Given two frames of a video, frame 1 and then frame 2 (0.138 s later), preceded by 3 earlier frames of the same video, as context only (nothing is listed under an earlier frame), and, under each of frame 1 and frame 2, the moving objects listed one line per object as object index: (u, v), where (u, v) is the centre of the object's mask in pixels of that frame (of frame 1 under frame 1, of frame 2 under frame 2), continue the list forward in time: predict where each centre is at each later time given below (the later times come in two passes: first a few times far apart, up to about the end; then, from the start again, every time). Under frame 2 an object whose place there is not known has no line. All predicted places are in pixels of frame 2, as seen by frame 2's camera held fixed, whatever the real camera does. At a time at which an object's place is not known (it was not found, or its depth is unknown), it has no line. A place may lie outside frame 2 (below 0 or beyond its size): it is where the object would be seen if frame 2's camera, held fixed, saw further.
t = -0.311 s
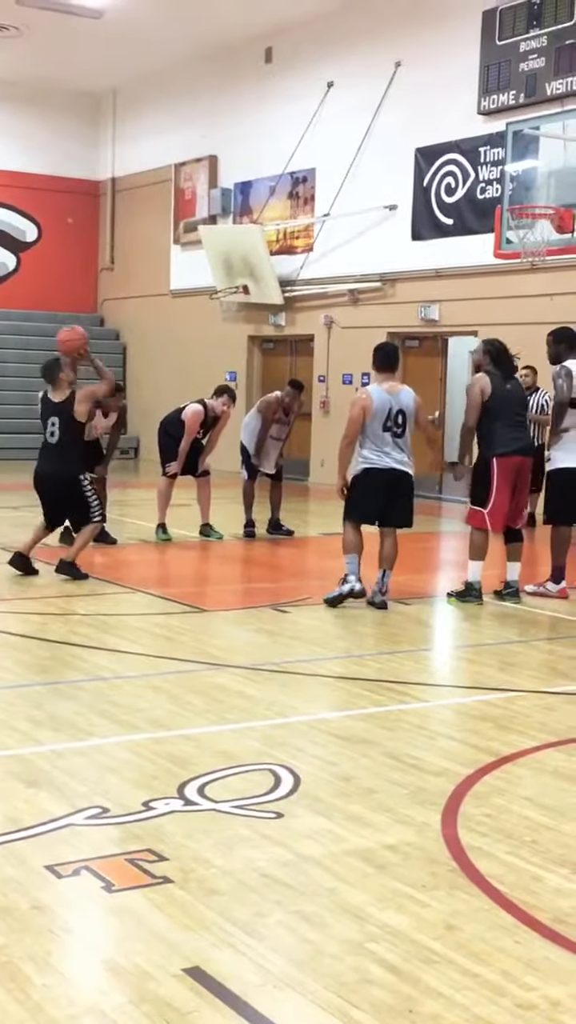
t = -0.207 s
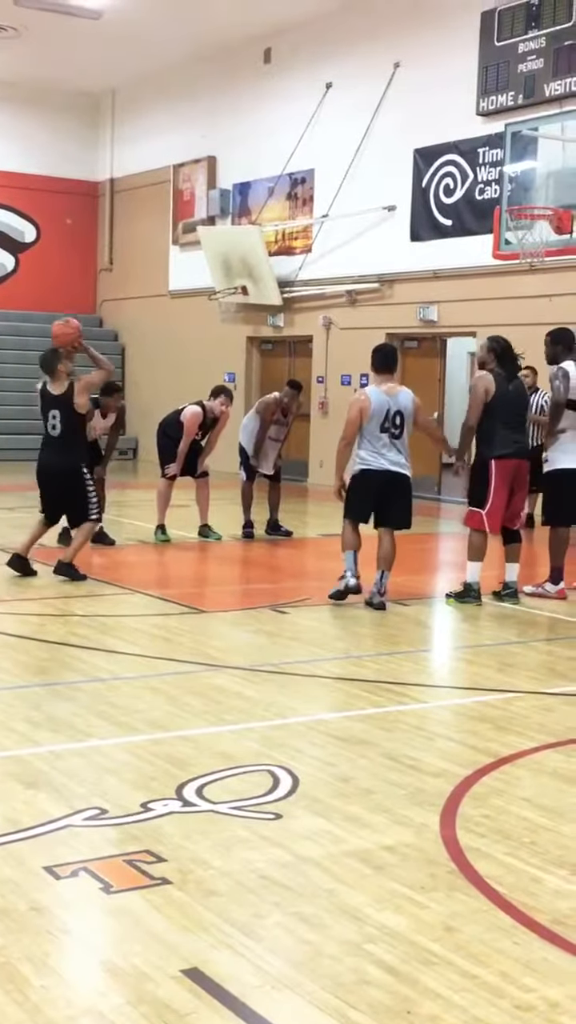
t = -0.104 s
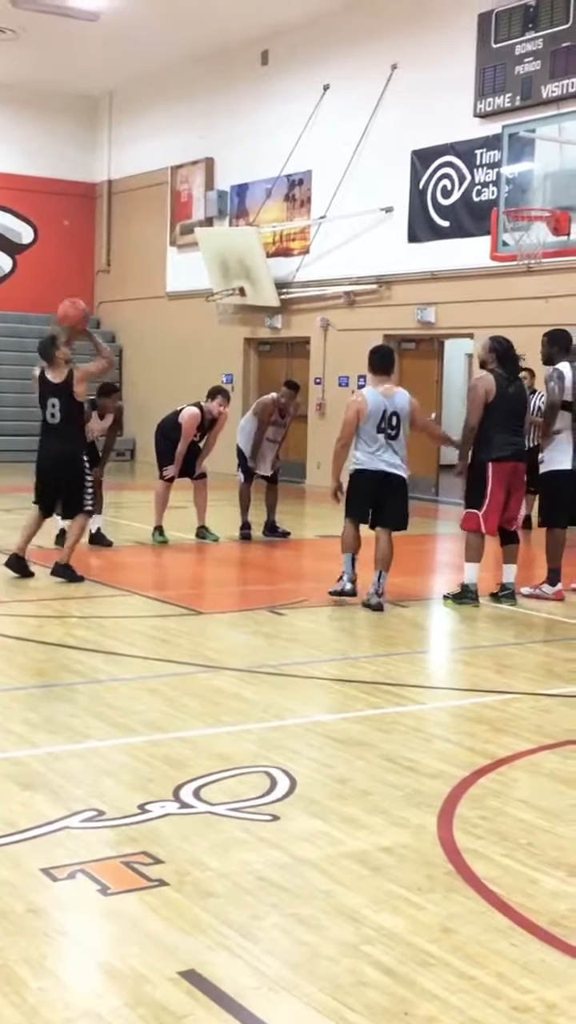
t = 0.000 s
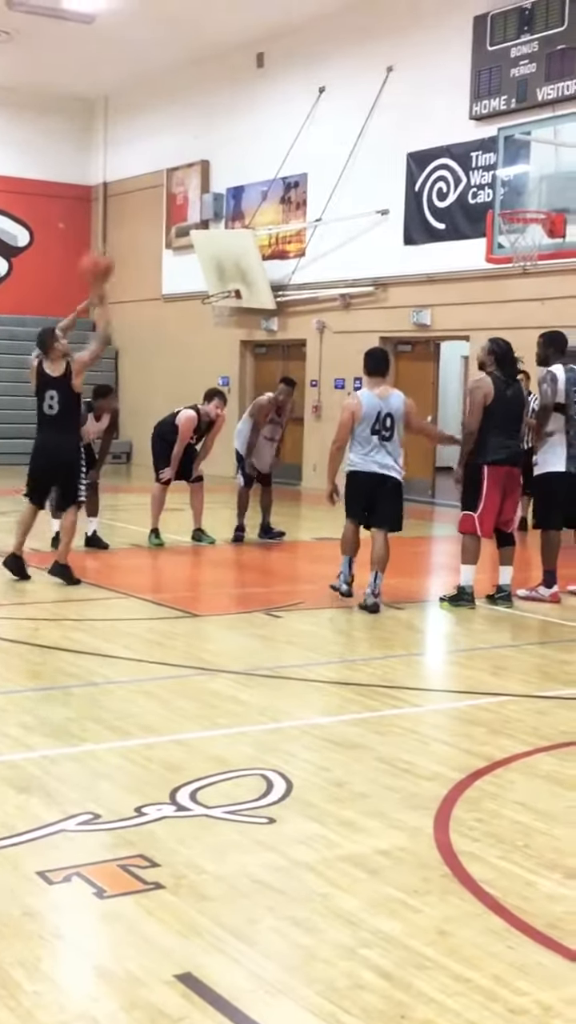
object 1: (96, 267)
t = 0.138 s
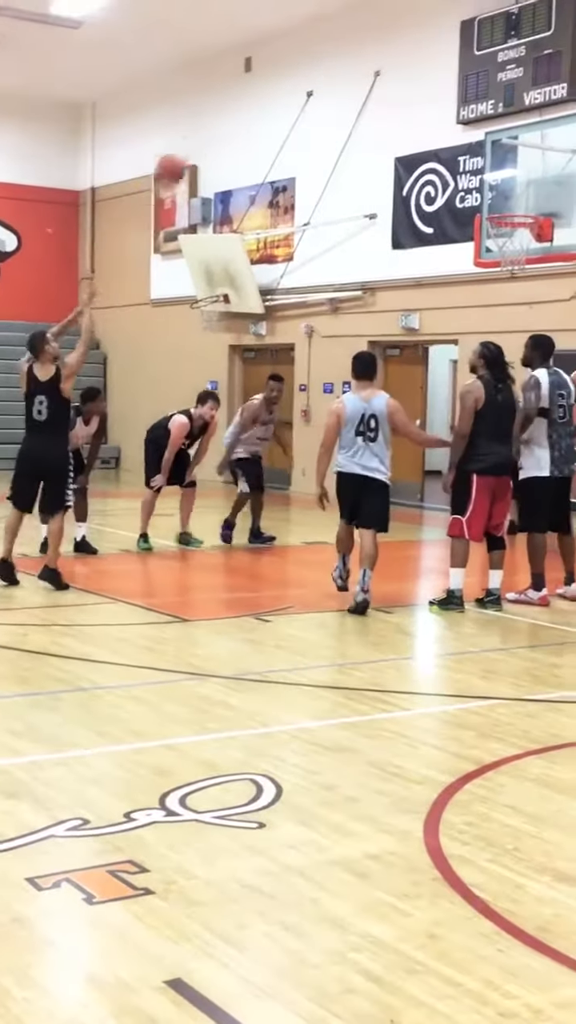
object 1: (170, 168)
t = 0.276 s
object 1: (233, 115)
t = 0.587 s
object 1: (362, 83)
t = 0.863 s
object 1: (461, 142)
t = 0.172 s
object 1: (186, 153)
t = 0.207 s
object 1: (202, 139)
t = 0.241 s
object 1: (218, 126)
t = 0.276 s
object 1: (233, 115)
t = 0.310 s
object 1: (249, 106)
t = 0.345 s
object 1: (263, 99)
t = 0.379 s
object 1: (279, 92)
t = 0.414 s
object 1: (293, 87)
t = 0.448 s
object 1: (308, 83)
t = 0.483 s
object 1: (321, 82)
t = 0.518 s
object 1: (335, 81)
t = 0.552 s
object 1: (349, 81)
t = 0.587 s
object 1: (362, 83)
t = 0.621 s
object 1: (375, 87)
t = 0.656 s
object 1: (388, 91)
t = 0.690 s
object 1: (401, 97)
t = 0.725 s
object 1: (414, 103)
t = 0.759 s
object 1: (426, 112)
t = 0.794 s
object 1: (438, 121)
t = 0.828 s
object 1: (449, 132)
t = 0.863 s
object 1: (461, 142)
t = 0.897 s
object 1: (474, 154)
